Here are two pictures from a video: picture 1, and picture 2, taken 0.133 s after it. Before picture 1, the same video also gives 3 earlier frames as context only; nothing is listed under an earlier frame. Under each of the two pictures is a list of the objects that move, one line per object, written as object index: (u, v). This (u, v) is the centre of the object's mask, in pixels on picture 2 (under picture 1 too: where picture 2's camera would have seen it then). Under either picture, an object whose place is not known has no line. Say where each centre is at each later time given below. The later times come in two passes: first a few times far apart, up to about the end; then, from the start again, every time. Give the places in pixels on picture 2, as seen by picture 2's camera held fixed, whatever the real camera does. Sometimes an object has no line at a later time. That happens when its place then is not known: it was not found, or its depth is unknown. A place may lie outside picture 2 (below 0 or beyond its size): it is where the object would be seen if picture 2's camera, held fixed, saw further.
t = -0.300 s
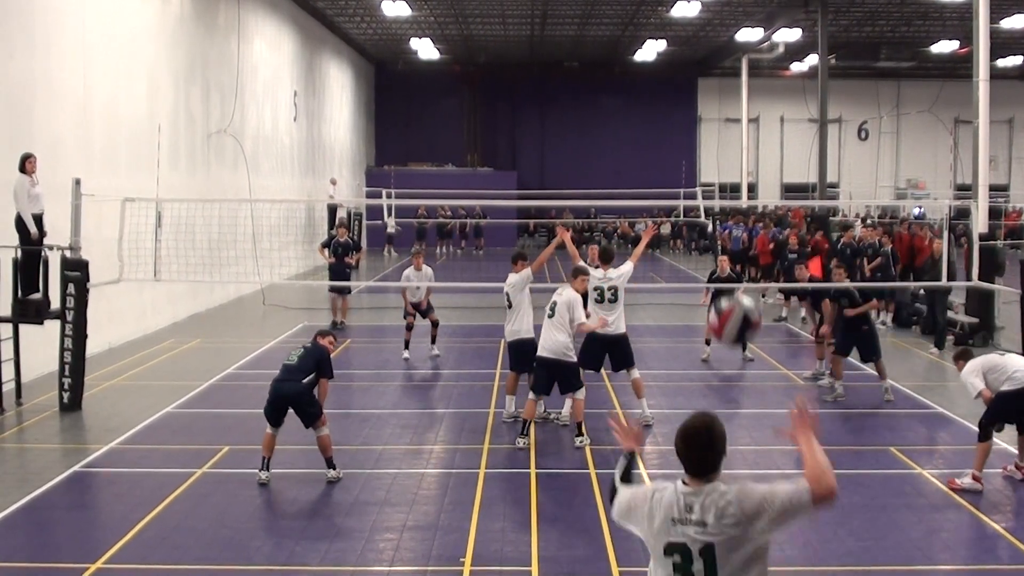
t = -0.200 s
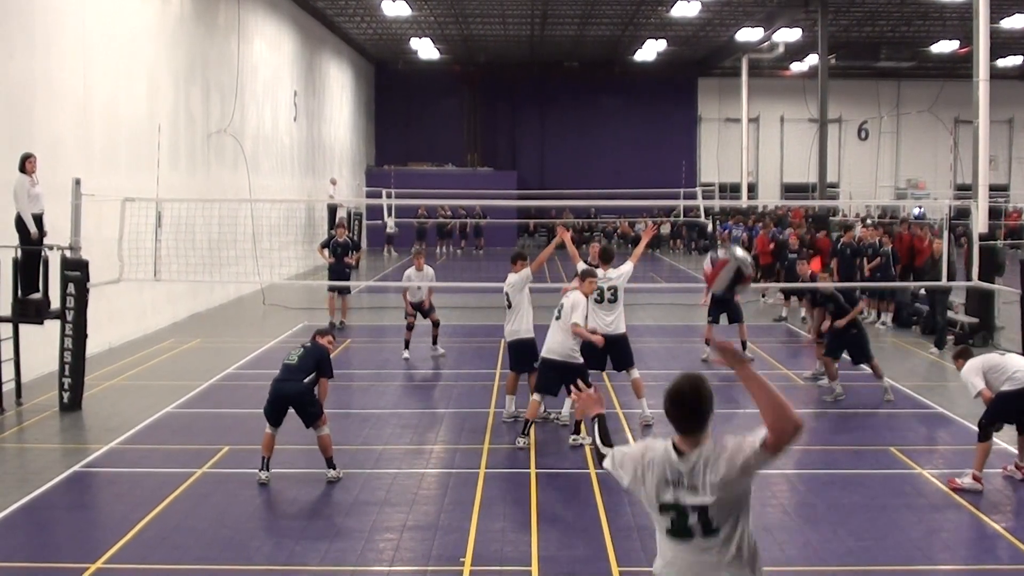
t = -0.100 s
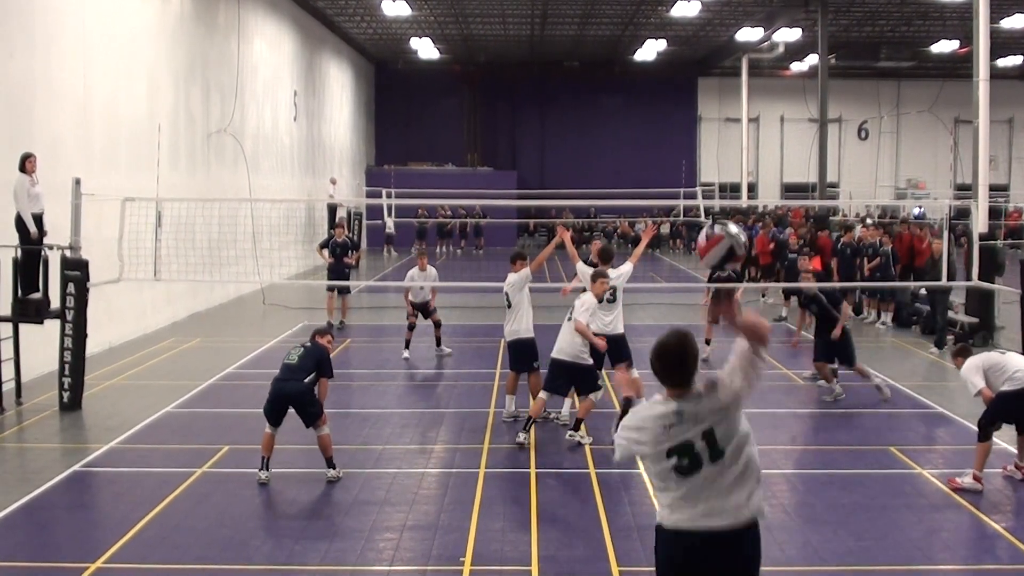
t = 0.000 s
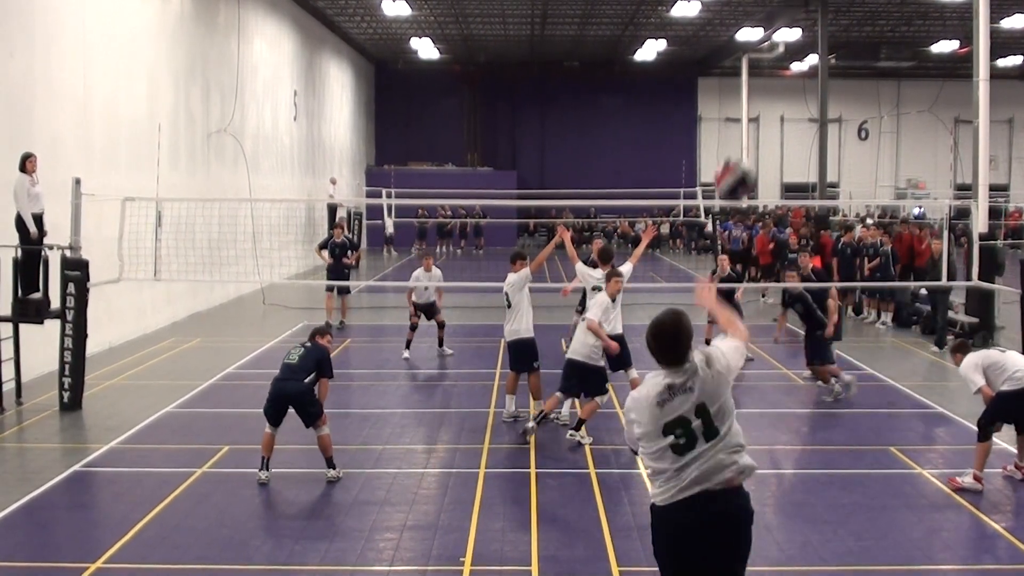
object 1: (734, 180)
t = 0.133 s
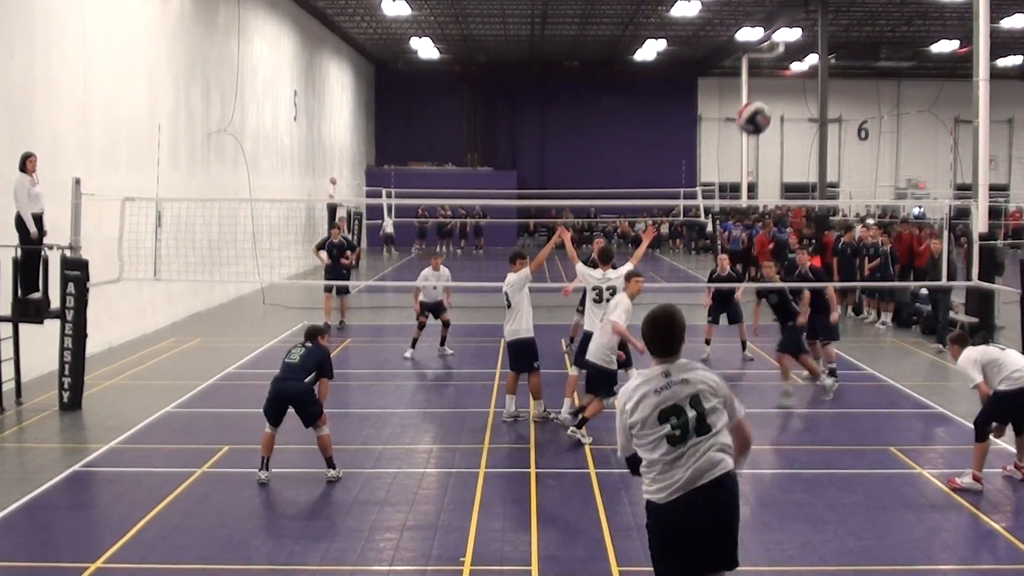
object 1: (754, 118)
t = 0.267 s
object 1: (761, 110)
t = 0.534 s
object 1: (756, 154)
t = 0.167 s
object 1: (757, 112)
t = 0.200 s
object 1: (758, 109)
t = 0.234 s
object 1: (760, 109)
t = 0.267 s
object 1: (761, 110)
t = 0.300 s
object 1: (761, 112)
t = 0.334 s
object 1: (761, 116)
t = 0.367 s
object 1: (761, 121)
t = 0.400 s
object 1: (760, 126)
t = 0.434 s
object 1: (760, 133)
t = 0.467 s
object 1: (759, 140)
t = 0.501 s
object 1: (759, 147)
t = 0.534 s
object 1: (756, 154)
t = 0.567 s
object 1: (755, 162)
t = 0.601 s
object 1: (754, 172)
